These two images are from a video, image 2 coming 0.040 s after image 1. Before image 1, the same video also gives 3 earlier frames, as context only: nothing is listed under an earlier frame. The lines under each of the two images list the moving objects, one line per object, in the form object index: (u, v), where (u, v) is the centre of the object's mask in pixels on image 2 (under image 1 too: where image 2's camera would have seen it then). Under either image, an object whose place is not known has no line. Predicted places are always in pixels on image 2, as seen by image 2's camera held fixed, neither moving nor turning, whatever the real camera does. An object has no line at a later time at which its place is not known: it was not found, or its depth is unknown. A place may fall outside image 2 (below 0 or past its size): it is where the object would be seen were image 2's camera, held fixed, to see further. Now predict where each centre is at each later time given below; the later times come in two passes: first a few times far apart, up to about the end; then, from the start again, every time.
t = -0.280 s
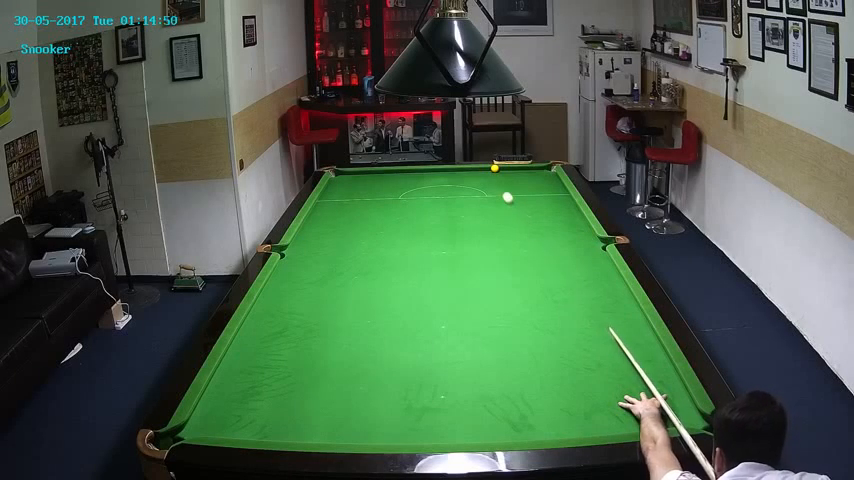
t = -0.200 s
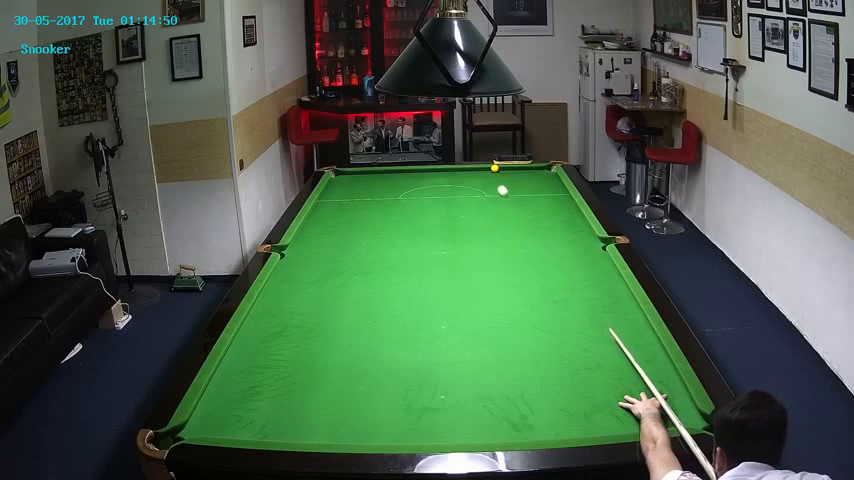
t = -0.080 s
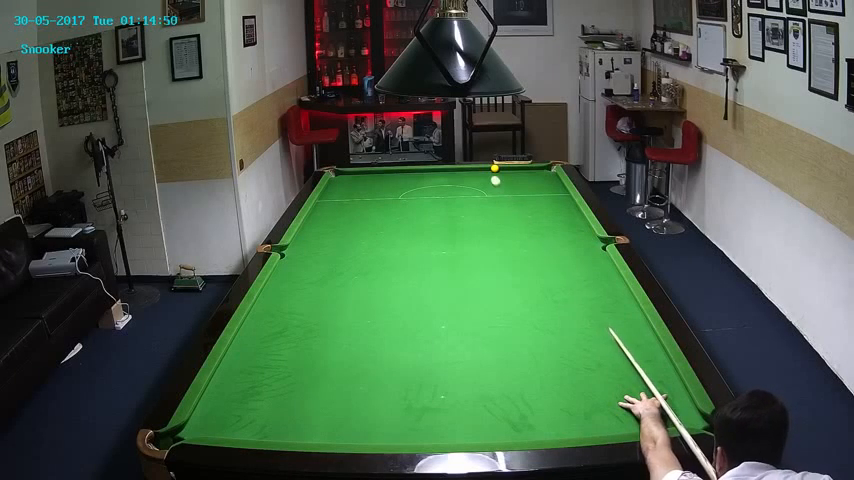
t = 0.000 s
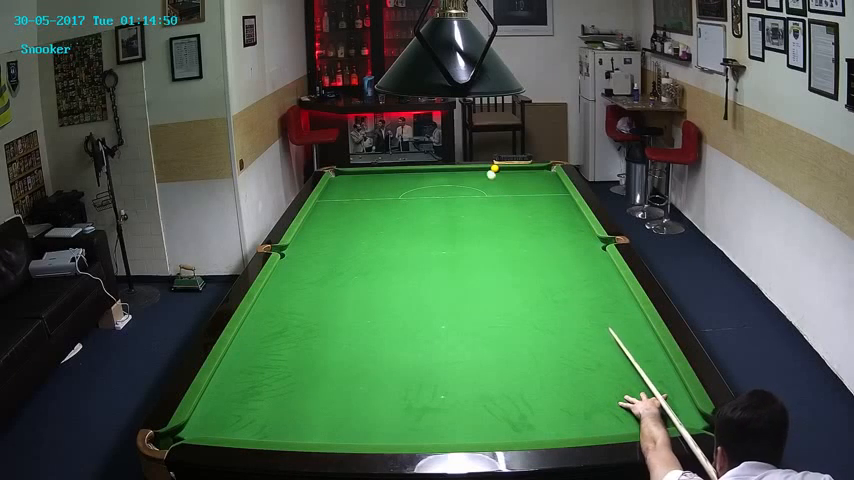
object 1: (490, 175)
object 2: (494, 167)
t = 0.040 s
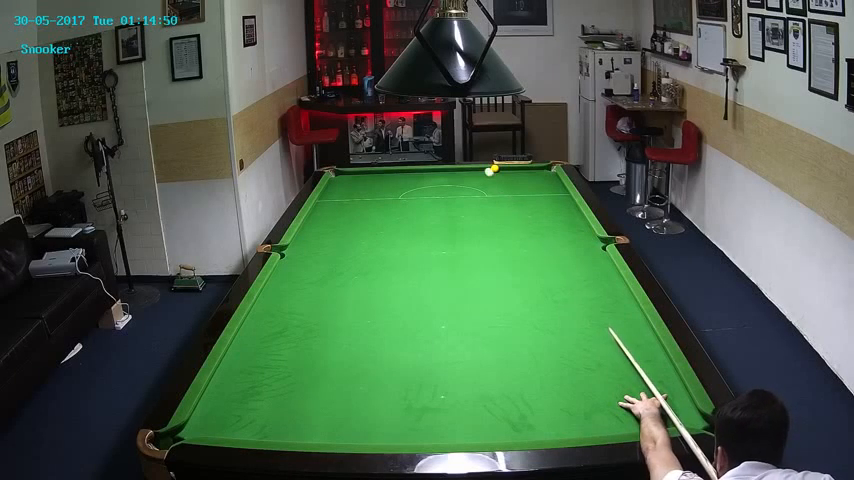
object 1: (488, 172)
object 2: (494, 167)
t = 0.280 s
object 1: (493, 177)
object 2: (505, 168)
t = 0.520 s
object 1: (503, 189)
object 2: (520, 168)
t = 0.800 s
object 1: (515, 203)
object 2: (535, 167)
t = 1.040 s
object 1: (527, 218)
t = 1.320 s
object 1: (542, 237)
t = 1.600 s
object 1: (559, 258)
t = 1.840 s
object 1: (575, 279)
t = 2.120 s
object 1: (597, 306)
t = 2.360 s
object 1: (618, 333)
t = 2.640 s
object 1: (646, 368)
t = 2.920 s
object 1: (676, 408)
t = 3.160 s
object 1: (693, 418)
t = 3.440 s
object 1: (656, 423)
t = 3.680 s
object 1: (626, 427)
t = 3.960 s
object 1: (592, 428)
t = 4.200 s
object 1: (565, 430)
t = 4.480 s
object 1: (535, 432)
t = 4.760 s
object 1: (507, 432)
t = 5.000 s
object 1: (485, 433)
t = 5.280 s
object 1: (462, 433)
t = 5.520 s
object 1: (444, 433)
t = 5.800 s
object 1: (426, 432)
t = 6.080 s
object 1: (411, 432)
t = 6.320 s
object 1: (399, 431)
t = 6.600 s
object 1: (388, 431)
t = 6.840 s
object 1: (381, 431)
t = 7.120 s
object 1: (375, 430)
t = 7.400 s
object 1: (371, 429)
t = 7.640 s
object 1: (371, 429)
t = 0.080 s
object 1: (486, 169)
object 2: (494, 167)
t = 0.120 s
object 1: (487, 169)
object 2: (495, 168)
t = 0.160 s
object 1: (489, 171)
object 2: (498, 168)
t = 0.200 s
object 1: (490, 173)
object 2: (500, 168)
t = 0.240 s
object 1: (492, 175)
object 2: (503, 168)
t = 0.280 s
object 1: (493, 177)
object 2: (505, 168)
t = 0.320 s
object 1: (495, 179)
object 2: (508, 168)
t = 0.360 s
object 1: (496, 181)
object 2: (510, 168)
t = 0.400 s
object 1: (498, 183)
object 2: (513, 168)
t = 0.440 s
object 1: (499, 185)
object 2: (515, 168)
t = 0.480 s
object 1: (501, 186)
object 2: (517, 168)
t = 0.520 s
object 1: (503, 189)
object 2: (520, 168)
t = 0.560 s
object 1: (504, 191)
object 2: (522, 168)
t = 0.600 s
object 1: (506, 193)
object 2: (524, 168)
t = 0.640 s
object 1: (508, 195)
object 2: (527, 167)
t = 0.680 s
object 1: (510, 197)
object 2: (529, 167)
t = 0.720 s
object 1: (511, 199)
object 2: (531, 167)
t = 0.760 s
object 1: (513, 201)
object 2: (533, 167)
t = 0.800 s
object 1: (515, 203)
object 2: (535, 167)
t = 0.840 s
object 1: (517, 206)
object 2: (537, 167)
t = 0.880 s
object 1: (519, 208)
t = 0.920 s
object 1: (521, 210)
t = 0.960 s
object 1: (523, 213)
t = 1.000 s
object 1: (525, 215)
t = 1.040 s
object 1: (527, 218)
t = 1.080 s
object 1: (528, 220)
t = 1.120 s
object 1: (531, 223)
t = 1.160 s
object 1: (533, 226)
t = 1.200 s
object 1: (535, 228)
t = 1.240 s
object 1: (537, 231)
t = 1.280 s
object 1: (539, 234)
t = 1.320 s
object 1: (542, 237)
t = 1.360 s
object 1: (544, 239)
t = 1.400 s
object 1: (547, 242)
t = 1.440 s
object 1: (549, 245)
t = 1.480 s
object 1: (551, 248)
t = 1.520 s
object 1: (554, 251)
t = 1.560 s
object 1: (556, 254)
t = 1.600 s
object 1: (559, 258)
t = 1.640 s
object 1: (561, 261)
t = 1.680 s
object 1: (564, 264)
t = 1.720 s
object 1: (567, 268)
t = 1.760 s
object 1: (569, 271)
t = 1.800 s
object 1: (572, 275)
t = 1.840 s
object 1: (575, 279)
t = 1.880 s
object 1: (578, 282)
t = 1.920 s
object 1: (581, 286)
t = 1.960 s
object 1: (584, 290)
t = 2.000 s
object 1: (587, 294)
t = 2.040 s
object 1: (591, 298)
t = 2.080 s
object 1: (594, 302)
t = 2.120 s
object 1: (597, 306)
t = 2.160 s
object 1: (601, 310)
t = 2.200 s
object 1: (604, 315)
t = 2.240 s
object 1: (608, 319)
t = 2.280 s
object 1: (611, 323)
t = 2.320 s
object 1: (615, 328)
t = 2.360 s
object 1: (618, 333)
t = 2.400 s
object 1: (622, 337)
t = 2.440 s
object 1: (626, 342)
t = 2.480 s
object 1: (629, 347)
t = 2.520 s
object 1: (634, 352)
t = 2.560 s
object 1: (638, 357)
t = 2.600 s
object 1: (642, 363)
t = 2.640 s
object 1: (646, 368)
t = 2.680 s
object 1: (650, 373)
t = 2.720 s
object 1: (654, 379)
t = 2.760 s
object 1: (658, 385)
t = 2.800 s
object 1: (663, 390)
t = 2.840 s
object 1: (667, 396)
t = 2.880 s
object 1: (671, 402)
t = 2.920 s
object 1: (676, 408)
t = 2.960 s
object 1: (680, 413)
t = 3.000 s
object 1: (684, 418)
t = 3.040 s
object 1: (690, 421)
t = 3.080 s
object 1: (694, 419)
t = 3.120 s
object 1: (697, 418)
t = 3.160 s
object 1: (693, 418)
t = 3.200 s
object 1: (687, 418)
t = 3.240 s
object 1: (681, 419)
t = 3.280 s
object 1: (677, 420)
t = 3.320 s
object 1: (671, 421)
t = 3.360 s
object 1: (666, 421)
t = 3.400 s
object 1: (661, 422)
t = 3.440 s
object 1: (656, 423)
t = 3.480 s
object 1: (651, 424)
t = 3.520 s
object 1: (646, 425)
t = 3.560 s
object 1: (641, 425)
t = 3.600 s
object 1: (636, 426)
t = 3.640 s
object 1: (631, 426)
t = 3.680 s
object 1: (626, 427)
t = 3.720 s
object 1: (621, 427)
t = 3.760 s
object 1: (616, 428)
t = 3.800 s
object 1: (611, 428)
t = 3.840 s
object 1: (606, 428)
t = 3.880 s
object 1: (602, 428)
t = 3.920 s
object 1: (597, 428)
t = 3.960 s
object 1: (592, 428)
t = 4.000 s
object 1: (588, 429)
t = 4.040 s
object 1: (583, 429)
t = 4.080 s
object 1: (578, 430)
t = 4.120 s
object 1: (574, 430)
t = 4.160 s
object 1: (570, 430)
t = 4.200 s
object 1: (565, 430)
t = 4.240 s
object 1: (561, 431)
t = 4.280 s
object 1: (557, 431)
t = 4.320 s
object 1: (552, 431)
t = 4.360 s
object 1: (548, 431)
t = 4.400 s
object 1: (544, 431)
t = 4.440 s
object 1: (539, 431)
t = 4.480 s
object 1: (535, 432)
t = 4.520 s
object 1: (531, 432)
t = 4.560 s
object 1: (527, 432)
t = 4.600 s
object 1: (523, 432)
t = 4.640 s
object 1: (519, 432)
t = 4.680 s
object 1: (515, 432)
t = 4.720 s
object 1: (511, 432)
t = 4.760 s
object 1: (507, 432)
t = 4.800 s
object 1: (504, 432)
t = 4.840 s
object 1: (500, 432)
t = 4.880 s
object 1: (496, 432)
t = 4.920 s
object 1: (493, 433)
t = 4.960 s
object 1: (489, 433)
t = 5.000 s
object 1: (485, 433)
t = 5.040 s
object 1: (482, 433)
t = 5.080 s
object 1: (479, 433)
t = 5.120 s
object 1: (475, 433)
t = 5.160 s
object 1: (472, 433)
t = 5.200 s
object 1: (469, 433)
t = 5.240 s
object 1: (465, 433)
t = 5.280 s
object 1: (462, 433)
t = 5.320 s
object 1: (459, 433)
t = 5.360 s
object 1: (456, 433)
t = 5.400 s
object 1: (453, 433)
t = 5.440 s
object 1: (450, 433)
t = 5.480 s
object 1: (447, 433)
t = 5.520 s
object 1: (444, 433)
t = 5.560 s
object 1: (442, 433)
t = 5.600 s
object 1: (439, 433)
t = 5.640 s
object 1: (436, 433)
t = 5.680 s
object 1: (434, 433)
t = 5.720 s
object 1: (431, 433)
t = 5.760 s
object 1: (428, 433)
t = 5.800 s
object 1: (426, 432)
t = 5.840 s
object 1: (424, 432)
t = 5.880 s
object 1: (421, 432)
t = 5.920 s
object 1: (419, 432)
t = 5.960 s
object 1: (417, 432)
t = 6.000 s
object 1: (415, 432)
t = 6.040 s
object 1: (413, 432)
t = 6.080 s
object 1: (411, 432)
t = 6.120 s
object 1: (409, 432)
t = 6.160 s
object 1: (406, 432)
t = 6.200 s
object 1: (404, 432)
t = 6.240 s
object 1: (403, 432)
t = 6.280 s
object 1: (401, 431)
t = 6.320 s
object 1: (399, 431)
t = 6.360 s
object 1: (397, 431)
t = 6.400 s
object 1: (396, 431)
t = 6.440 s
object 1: (394, 431)
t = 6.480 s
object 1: (393, 431)
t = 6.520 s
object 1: (391, 431)
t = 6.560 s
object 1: (389, 431)
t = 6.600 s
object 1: (388, 431)
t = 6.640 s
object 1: (387, 431)
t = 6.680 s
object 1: (385, 431)
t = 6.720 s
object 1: (384, 431)
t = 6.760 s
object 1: (383, 431)
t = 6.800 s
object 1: (382, 431)
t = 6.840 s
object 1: (381, 431)
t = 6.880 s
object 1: (380, 431)
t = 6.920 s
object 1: (379, 431)
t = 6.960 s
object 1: (378, 431)
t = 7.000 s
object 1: (377, 430)
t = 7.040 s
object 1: (377, 430)
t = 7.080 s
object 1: (376, 430)
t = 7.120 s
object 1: (375, 430)
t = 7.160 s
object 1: (374, 430)
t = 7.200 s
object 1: (374, 429)
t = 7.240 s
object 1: (373, 429)
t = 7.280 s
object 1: (373, 429)
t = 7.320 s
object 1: (372, 429)
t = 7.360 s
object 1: (372, 429)
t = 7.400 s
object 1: (371, 429)
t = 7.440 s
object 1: (371, 429)
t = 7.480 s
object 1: (371, 429)
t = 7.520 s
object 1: (371, 429)
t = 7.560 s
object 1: (371, 429)
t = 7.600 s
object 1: (371, 429)
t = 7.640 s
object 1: (371, 429)
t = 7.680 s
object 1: (371, 428)
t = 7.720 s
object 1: (371, 428)
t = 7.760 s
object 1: (371, 428)
